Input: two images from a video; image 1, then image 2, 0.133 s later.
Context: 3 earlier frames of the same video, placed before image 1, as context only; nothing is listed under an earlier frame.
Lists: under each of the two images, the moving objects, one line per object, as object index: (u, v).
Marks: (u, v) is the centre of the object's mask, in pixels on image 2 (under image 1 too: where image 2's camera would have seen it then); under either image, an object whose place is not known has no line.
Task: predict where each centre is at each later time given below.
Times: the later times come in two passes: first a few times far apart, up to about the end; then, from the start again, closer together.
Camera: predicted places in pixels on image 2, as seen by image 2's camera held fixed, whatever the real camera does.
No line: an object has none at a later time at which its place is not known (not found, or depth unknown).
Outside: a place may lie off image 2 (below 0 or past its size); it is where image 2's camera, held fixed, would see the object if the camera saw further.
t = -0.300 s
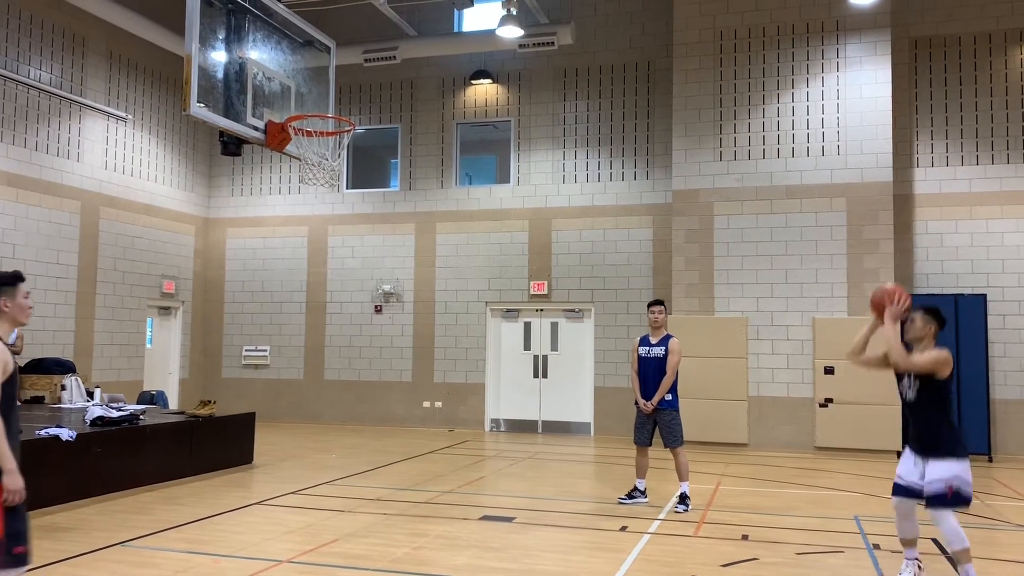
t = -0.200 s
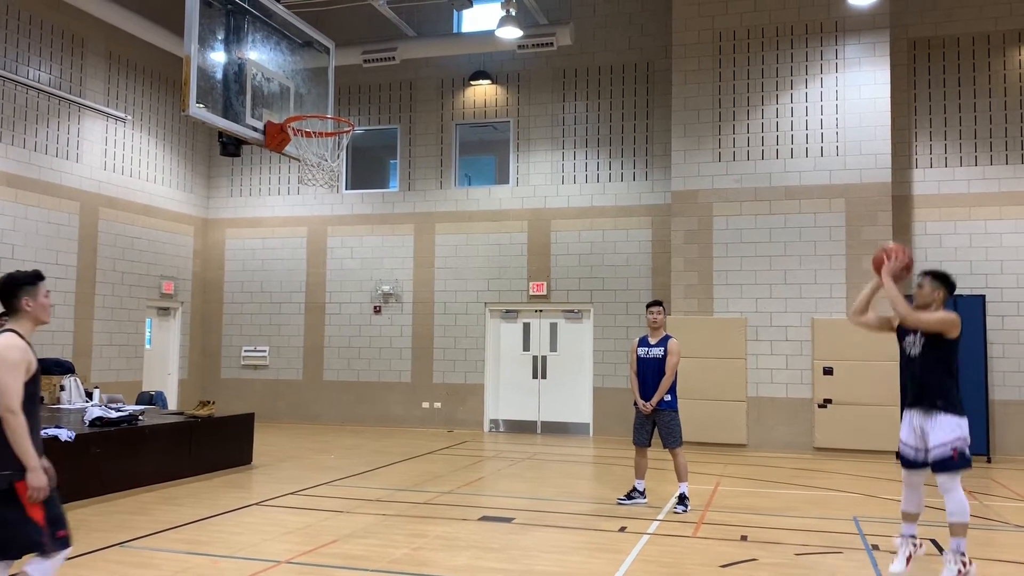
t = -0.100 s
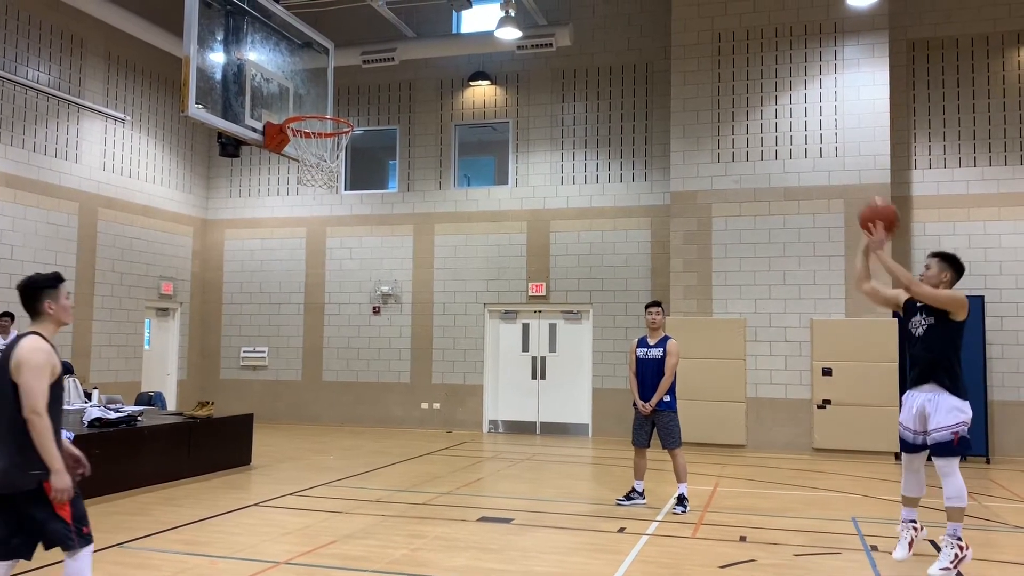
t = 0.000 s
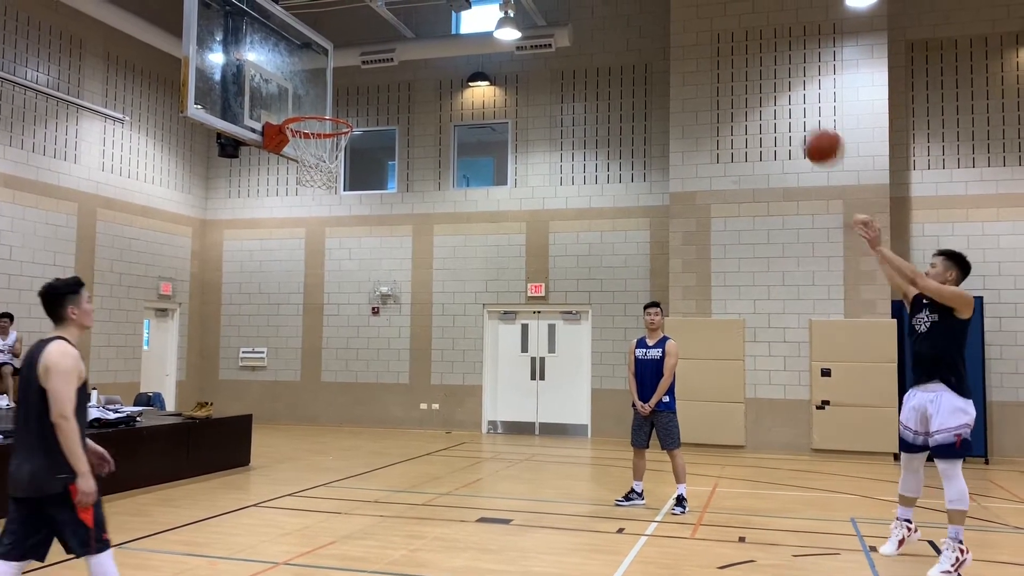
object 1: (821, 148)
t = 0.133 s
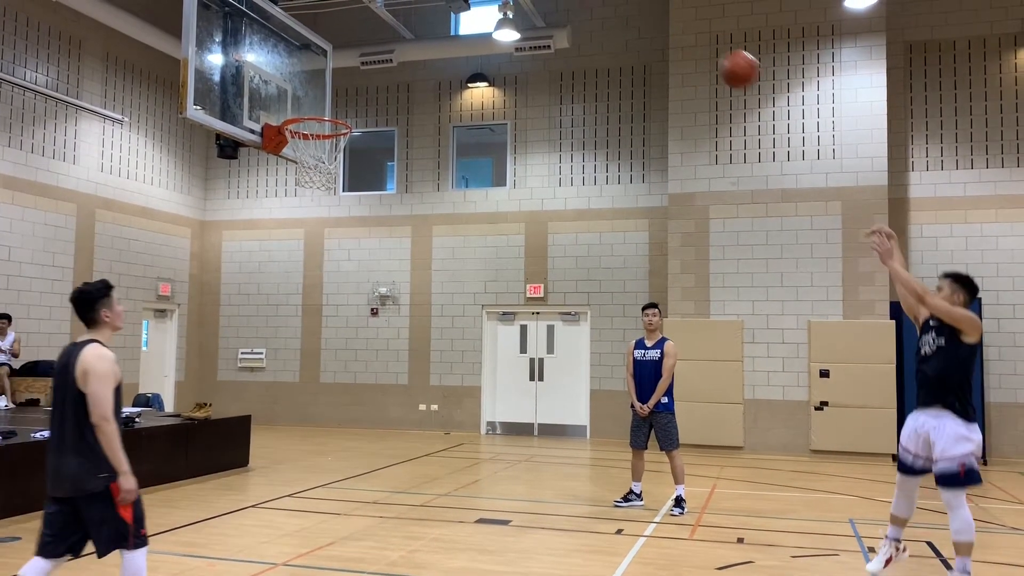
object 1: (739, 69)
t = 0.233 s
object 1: (681, 30)
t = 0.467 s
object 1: (553, 5)
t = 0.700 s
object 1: (431, 40)
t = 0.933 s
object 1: (333, 107)
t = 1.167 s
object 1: (285, 101)
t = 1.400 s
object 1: (306, 98)
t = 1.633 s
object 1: (326, 161)
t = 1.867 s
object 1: (325, 197)
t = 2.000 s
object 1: (322, 248)
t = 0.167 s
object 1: (720, 55)
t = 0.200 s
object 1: (700, 41)
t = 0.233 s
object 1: (681, 30)
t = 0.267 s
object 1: (662, 21)
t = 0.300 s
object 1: (643, 14)
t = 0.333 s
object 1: (625, 10)
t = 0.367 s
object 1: (606, 7)
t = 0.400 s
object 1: (588, 6)
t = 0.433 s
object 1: (570, 5)
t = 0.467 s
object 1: (553, 5)
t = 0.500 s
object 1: (534, 6)
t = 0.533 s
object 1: (519, 7)
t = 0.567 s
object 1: (502, 9)
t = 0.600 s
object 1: (483, 14)
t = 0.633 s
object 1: (465, 22)
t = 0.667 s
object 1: (447, 31)
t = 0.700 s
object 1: (431, 40)
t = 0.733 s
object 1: (414, 53)
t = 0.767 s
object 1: (398, 67)
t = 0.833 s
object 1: (365, 95)
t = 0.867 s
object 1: (350, 111)
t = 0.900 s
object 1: (342, 109)
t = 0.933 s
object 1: (333, 107)
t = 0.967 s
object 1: (325, 105)
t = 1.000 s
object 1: (316, 105)
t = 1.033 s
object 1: (308, 107)
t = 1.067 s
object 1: (299, 108)
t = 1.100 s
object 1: (291, 109)
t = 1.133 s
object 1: (287, 105)
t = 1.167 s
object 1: (285, 101)
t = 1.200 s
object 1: (288, 96)
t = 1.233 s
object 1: (291, 92)
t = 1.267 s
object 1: (294, 91)
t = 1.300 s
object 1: (297, 90)
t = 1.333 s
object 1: (300, 91)
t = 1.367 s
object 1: (303, 94)
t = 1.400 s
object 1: (306, 98)
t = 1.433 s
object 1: (309, 103)
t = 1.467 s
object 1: (312, 110)
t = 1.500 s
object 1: (315, 120)
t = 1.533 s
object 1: (318, 130)
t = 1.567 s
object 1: (322, 143)
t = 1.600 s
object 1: (324, 153)
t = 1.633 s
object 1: (326, 161)
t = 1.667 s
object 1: (327, 165)
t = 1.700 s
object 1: (326, 169)
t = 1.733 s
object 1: (328, 179)
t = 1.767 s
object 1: (327, 181)
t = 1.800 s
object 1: (326, 184)
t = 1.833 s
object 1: (325, 190)
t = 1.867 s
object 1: (325, 197)
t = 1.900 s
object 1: (324, 208)
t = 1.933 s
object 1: (323, 220)
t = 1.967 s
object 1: (323, 233)
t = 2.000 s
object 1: (322, 248)
